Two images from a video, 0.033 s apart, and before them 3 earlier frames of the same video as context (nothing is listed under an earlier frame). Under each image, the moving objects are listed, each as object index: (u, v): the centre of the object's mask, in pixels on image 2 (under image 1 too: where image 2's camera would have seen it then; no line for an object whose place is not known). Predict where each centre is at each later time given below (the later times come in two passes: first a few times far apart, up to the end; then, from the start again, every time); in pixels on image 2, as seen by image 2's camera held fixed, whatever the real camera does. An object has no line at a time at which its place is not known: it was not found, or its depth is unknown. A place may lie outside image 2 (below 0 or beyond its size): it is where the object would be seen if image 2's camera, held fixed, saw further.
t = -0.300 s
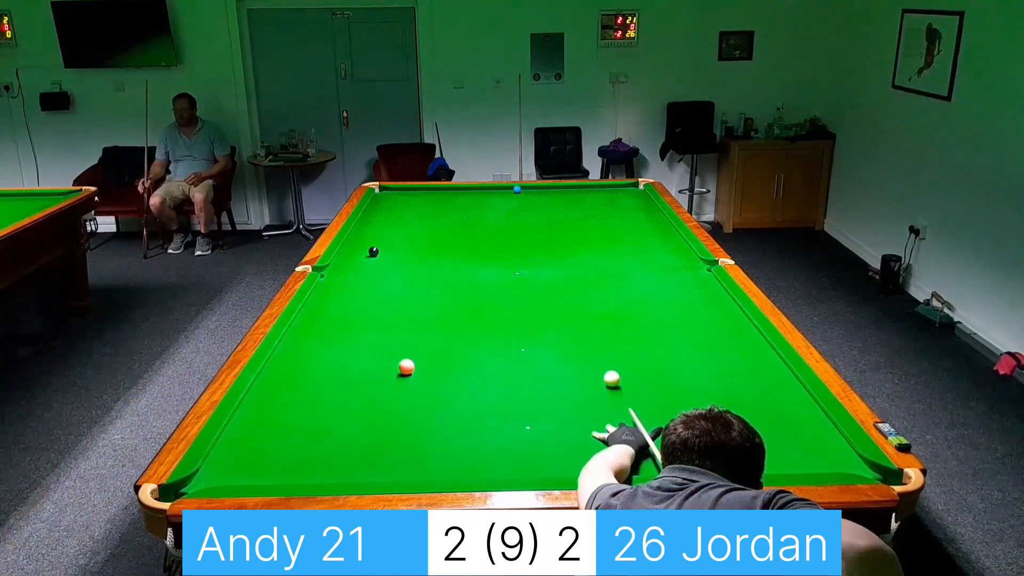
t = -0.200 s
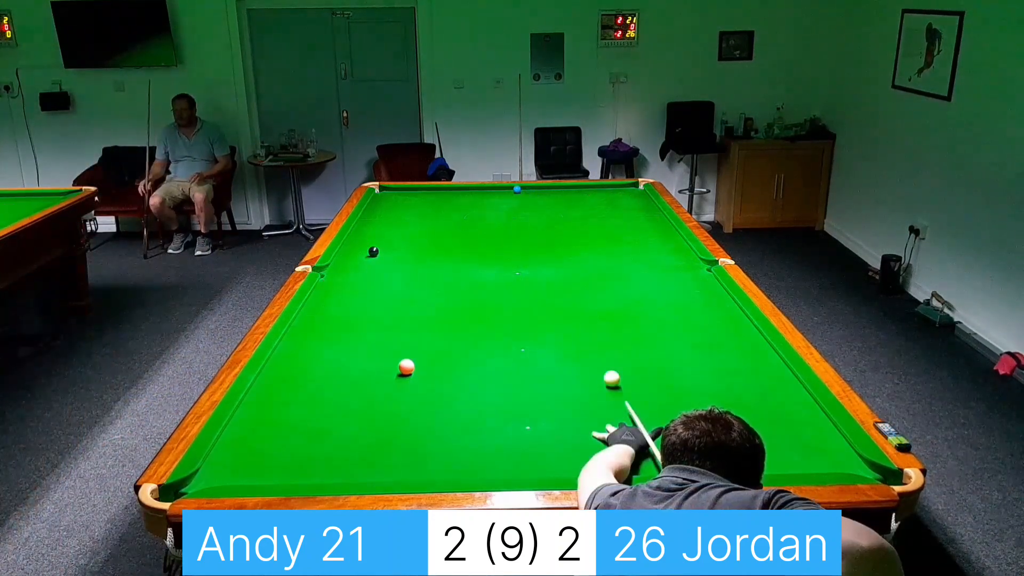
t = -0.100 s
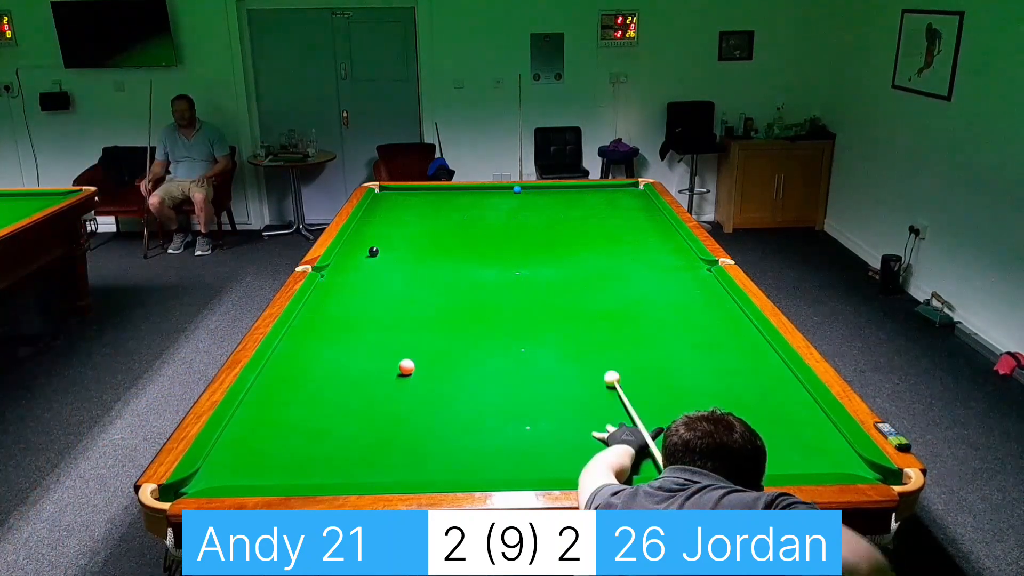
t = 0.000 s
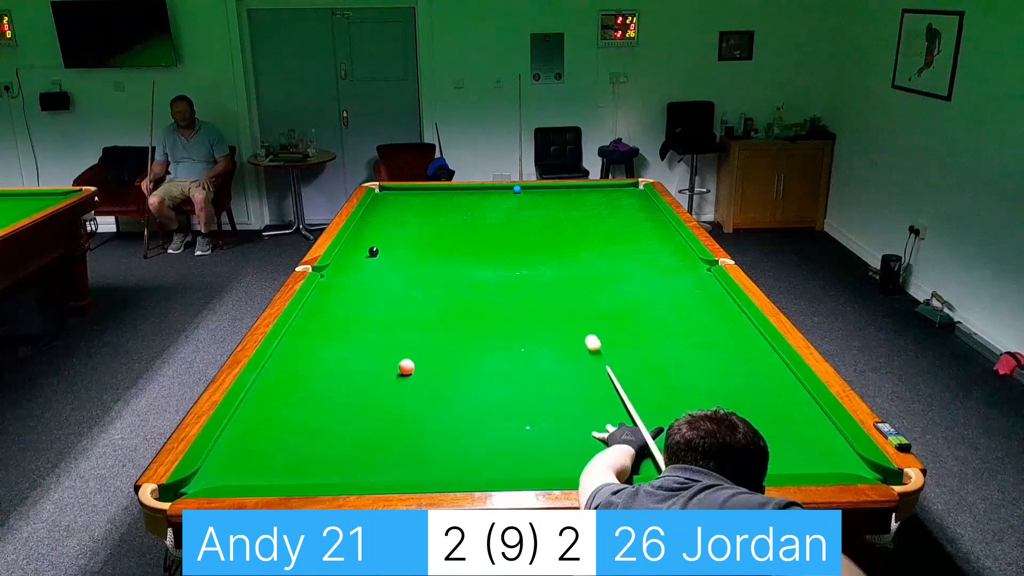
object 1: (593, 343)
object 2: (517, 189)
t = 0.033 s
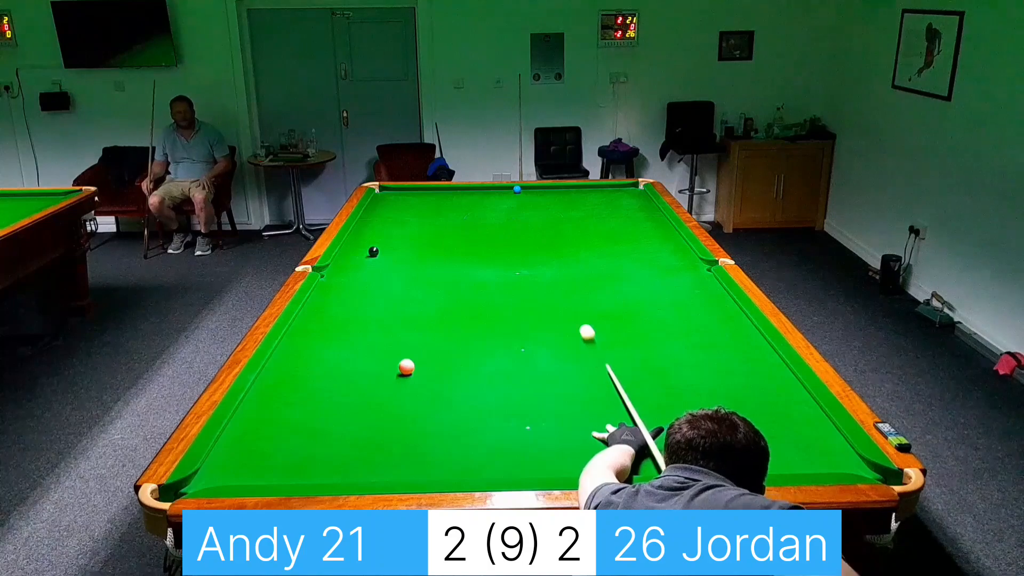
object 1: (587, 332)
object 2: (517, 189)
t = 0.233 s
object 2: (517, 189)
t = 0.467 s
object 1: (542, 249)
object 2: (517, 189)
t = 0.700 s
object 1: (528, 222)
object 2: (517, 189)
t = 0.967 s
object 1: (515, 197)
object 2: (517, 189)
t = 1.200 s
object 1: (490, 189)
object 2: (532, 188)
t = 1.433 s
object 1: (465, 197)
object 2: (548, 192)
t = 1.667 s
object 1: (441, 203)
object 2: (562, 198)
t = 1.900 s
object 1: (415, 209)
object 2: (580, 201)
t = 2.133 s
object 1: (388, 215)
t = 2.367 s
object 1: (362, 222)
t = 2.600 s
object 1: (375, 227)
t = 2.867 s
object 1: (389, 233)
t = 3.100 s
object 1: (402, 238)
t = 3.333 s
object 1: (415, 243)
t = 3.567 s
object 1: (428, 248)
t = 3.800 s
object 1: (441, 254)
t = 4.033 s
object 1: (454, 259)
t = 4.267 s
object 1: (467, 264)
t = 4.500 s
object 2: (642, 244)
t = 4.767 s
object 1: (496, 274)
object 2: (637, 248)
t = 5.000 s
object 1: (509, 279)
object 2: (634, 251)
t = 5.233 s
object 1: (521, 284)
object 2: (630, 254)
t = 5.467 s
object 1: (534, 288)
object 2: (627, 257)
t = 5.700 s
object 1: (547, 293)
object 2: (624, 259)
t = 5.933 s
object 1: (559, 297)
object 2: (621, 261)
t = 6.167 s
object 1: (570, 301)
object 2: (619, 262)
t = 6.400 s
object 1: (581, 305)
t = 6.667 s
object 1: (593, 310)
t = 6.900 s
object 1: (603, 313)
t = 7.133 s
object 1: (613, 316)
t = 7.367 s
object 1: (621, 319)
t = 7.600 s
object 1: (629, 322)
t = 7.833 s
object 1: (636, 324)
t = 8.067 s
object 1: (642, 326)
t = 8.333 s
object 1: (648, 328)
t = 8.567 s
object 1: (652, 329)
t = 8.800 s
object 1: (655, 330)
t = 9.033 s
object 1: (656, 331)
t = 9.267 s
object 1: (657, 331)
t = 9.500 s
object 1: (657, 331)
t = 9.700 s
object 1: (656, 330)
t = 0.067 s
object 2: (517, 189)
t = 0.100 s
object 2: (517, 189)
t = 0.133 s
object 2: (517, 189)
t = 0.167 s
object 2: (517, 189)
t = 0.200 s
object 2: (517, 189)
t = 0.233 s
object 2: (517, 189)
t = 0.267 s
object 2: (517, 189)
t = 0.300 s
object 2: (517, 189)
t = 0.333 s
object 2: (517, 189)
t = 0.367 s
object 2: (517, 189)
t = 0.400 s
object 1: (547, 258)
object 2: (517, 189)
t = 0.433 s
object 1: (545, 254)
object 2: (517, 189)
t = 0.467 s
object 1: (542, 249)
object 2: (517, 189)
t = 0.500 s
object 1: (540, 245)
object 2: (517, 189)
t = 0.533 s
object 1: (538, 241)
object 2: (517, 189)
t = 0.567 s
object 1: (536, 237)
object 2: (517, 189)
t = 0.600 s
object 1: (534, 233)
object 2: (517, 189)
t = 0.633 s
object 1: (532, 229)
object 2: (517, 189)
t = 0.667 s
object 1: (530, 225)
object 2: (517, 189)
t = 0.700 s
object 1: (528, 222)
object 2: (517, 189)
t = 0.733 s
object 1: (526, 219)
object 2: (517, 189)
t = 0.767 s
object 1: (524, 215)
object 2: (517, 189)
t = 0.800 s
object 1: (523, 212)
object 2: (517, 189)
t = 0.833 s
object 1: (521, 209)
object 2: (517, 189)
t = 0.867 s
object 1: (520, 206)
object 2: (517, 189)
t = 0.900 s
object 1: (518, 203)
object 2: (517, 189)
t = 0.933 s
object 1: (516, 200)
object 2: (517, 189)
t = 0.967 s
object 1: (515, 197)
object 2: (517, 189)
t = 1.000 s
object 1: (513, 195)
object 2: (517, 189)
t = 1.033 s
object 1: (512, 192)
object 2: (518, 189)
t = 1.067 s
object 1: (509, 190)
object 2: (518, 189)
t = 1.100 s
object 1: (503, 189)
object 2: (523, 188)
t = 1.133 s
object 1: (498, 187)
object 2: (527, 187)
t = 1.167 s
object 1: (494, 188)
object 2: (529, 188)
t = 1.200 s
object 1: (490, 189)
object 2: (532, 188)
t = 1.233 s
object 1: (487, 191)
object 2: (534, 189)
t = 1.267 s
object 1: (483, 192)
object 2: (536, 189)
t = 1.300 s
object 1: (479, 193)
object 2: (538, 190)
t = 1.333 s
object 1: (476, 194)
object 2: (541, 190)
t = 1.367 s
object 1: (472, 195)
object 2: (543, 191)
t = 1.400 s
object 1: (469, 196)
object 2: (545, 192)
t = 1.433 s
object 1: (465, 197)
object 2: (548, 192)
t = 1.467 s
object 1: (462, 198)
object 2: (550, 193)
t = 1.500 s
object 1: (458, 198)
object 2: (552, 193)
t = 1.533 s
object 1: (455, 199)
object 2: (555, 194)
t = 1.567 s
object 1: (451, 200)
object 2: (557, 194)
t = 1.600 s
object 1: (448, 201)
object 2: (559, 195)
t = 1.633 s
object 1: (444, 202)
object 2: (562, 196)
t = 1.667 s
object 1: (441, 203)
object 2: (562, 198)
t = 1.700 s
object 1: (437, 204)
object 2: (566, 197)
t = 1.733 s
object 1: (433, 205)
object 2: (568, 198)
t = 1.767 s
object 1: (430, 205)
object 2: (570, 198)
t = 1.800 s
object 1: (426, 206)
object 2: (573, 199)
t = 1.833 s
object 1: (422, 207)
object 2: (575, 200)
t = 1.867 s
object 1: (418, 208)
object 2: (577, 200)
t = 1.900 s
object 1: (415, 209)
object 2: (580, 201)
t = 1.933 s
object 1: (411, 210)
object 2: (582, 201)
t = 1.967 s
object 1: (407, 211)
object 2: (582, 202)
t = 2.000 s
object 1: (403, 212)
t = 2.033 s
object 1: (400, 212)
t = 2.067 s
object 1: (396, 213)
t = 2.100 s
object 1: (392, 214)
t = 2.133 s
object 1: (388, 215)
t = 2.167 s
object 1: (384, 216)
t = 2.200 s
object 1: (380, 217)
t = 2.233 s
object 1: (376, 218)
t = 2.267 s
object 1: (372, 219)
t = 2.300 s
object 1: (368, 220)
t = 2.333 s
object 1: (364, 221)
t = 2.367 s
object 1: (362, 222)
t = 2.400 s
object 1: (364, 222)
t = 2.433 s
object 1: (366, 223)
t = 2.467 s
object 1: (368, 224)
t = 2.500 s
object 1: (369, 224)
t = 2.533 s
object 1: (371, 225)
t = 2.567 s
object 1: (373, 226)
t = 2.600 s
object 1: (375, 227)
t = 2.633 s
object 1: (376, 227)
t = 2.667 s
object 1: (378, 228)
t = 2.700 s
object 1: (380, 229)
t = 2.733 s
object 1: (382, 230)
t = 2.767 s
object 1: (383, 230)
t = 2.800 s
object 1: (385, 231)
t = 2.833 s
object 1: (387, 232)
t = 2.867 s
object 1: (389, 233)
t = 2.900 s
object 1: (391, 233)
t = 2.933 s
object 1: (392, 234)
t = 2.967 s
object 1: (394, 235)
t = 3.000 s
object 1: (396, 236)
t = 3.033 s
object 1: (398, 236)
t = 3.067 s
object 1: (400, 237)
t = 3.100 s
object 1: (402, 238)
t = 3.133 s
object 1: (403, 239)
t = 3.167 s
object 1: (405, 239)
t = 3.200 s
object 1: (407, 240)
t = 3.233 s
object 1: (409, 241)
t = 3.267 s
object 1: (411, 242)
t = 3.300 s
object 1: (413, 242)
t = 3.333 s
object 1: (415, 243)
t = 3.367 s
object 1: (416, 244)
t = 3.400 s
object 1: (418, 245)
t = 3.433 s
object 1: (420, 245)
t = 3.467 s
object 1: (422, 246)
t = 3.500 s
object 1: (424, 247)
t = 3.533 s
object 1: (426, 247)
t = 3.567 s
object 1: (428, 248)
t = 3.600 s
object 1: (429, 249)
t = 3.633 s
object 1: (431, 250)
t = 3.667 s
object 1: (433, 251)
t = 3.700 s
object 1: (435, 251)
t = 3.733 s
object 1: (437, 252)
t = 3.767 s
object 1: (439, 253)
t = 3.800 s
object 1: (441, 254)
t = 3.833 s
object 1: (442, 254)
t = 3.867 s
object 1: (444, 255)
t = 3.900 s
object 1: (446, 256)
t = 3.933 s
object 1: (448, 256)
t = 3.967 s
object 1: (450, 257)
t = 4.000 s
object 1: (452, 258)
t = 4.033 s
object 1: (454, 259)
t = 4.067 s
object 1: (456, 259)
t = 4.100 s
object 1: (458, 260)
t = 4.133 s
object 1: (460, 261)
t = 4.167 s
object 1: (461, 262)
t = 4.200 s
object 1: (463, 262)
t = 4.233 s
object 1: (465, 263)
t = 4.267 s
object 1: (467, 264)
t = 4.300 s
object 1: (469, 264)
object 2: (646, 242)
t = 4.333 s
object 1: (471, 265)
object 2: (645, 242)
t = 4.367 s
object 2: (644, 243)
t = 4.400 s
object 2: (644, 243)
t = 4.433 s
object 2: (643, 244)
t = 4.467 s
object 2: (643, 244)
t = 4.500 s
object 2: (642, 244)
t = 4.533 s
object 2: (642, 245)
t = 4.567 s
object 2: (641, 246)
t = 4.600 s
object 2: (640, 246)
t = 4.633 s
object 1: (489, 271)
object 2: (640, 247)
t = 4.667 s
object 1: (490, 272)
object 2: (639, 247)
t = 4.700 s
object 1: (492, 273)
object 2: (639, 247)
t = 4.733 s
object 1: (494, 273)
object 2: (638, 248)
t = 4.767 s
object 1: (496, 274)
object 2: (637, 248)
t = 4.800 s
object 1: (497, 275)
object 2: (637, 249)
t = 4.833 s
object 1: (499, 276)
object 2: (636, 249)
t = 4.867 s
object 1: (501, 276)
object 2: (636, 250)
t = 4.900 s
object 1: (503, 277)
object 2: (635, 250)
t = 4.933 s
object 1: (505, 278)
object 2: (635, 250)
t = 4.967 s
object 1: (507, 278)
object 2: (634, 251)
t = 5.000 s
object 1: (509, 279)
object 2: (634, 251)
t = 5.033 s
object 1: (511, 280)
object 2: (633, 252)
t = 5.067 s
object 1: (512, 280)
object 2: (633, 252)
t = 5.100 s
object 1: (514, 281)
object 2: (632, 253)
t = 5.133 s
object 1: (516, 282)
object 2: (632, 253)
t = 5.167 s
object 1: (518, 283)
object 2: (631, 253)
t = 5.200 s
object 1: (520, 283)
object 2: (631, 254)
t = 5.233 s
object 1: (521, 284)
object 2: (630, 254)
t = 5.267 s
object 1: (523, 284)
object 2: (630, 254)
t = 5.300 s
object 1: (525, 285)
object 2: (629, 255)
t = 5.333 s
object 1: (527, 286)
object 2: (629, 255)
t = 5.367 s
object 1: (529, 287)
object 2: (628, 256)
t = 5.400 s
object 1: (531, 287)
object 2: (628, 256)
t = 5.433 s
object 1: (532, 288)
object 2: (627, 256)
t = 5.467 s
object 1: (534, 288)
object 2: (627, 257)
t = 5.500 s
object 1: (536, 289)
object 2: (626, 257)
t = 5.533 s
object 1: (538, 290)
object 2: (626, 257)
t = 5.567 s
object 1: (540, 290)
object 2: (626, 258)
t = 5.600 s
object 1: (541, 291)
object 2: (625, 258)
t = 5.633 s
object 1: (543, 292)
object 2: (625, 258)
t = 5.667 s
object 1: (545, 292)
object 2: (624, 259)
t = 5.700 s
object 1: (547, 293)
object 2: (624, 259)
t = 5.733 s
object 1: (548, 293)
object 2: (623, 259)
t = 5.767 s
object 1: (550, 294)
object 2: (623, 260)
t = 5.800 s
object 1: (552, 295)
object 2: (623, 260)
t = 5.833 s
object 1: (553, 295)
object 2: (622, 260)
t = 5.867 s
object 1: (555, 296)
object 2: (622, 260)
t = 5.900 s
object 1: (557, 297)
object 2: (622, 261)
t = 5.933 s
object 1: (559, 297)
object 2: (621, 261)
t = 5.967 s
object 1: (560, 298)
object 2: (621, 261)
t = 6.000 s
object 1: (562, 299)
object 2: (621, 261)
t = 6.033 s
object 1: (563, 299)
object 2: (620, 262)
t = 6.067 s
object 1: (565, 300)
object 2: (620, 262)
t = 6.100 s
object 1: (567, 300)
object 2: (620, 262)
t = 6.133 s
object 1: (568, 301)
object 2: (619, 262)
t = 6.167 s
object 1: (570, 301)
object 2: (619, 262)
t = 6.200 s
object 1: (571, 302)
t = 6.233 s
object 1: (573, 303)
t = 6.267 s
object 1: (575, 303)
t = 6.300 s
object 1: (576, 304)
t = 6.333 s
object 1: (578, 304)
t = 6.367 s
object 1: (580, 305)
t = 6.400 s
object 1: (581, 305)
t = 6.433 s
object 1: (583, 306)
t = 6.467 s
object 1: (584, 306)
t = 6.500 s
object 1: (586, 307)
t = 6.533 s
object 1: (587, 307)
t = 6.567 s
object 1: (589, 308)
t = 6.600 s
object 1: (590, 309)
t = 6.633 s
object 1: (592, 309)
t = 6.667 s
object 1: (593, 310)
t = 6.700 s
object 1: (595, 310)
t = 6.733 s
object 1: (596, 310)
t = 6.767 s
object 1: (598, 311)
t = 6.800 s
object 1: (599, 312)
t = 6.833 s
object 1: (600, 312)
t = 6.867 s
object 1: (602, 312)
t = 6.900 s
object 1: (603, 313)
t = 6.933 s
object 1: (604, 314)
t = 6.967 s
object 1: (606, 314)
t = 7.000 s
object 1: (607, 315)
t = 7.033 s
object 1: (609, 315)
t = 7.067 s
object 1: (610, 315)
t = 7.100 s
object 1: (611, 316)
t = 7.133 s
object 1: (613, 316)
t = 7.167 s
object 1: (614, 317)
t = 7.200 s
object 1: (615, 317)
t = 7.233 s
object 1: (616, 318)
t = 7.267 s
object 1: (618, 318)
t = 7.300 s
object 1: (619, 319)
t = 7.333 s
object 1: (620, 319)
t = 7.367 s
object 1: (621, 319)
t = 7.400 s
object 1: (622, 320)
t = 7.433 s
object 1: (624, 320)
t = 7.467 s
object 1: (625, 320)
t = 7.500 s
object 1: (626, 321)
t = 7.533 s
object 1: (627, 321)
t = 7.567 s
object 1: (628, 321)
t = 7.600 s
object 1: (629, 322)
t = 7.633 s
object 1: (630, 322)
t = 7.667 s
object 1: (631, 323)
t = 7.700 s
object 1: (632, 323)
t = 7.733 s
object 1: (633, 323)
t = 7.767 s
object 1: (634, 323)
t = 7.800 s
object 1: (635, 324)
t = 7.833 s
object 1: (636, 324)
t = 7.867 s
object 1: (637, 324)
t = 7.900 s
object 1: (638, 325)
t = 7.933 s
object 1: (639, 325)
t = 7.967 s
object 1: (640, 325)
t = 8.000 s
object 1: (640, 325)
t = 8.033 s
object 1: (641, 326)
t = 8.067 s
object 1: (642, 326)
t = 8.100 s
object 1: (643, 326)
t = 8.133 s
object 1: (644, 327)
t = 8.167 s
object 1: (644, 327)
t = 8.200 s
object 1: (645, 327)
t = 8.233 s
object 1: (646, 327)
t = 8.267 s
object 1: (647, 328)
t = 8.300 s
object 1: (647, 327)
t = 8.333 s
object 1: (648, 328)
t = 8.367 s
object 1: (648, 328)
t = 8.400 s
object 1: (649, 328)
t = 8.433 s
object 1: (650, 329)
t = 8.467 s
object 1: (650, 329)
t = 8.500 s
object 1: (651, 329)
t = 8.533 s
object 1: (651, 329)
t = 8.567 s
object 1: (652, 329)
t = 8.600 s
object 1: (652, 329)
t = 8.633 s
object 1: (653, 330)
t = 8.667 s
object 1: (653, 330)
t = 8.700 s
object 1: (654, 330)
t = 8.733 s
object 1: (654, 330)
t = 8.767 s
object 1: (654, 330)
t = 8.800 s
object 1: (655, 330)
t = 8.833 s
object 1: (655, 330)
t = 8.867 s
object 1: (655, 330)
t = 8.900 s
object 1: (656, 331)
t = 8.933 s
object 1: (656, 331)
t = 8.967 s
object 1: (656, 331)
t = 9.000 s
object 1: (656, 331)
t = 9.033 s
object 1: (656, 331)
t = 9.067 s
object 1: (657, 331)
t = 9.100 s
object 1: (657, 331)
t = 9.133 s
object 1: (657, 331)
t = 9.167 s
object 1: (657, 331)
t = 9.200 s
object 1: (657, 331)
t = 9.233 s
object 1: (657, 331)
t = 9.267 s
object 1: (657, 331)
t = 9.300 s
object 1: (657, 331)
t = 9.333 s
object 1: (657, 331)
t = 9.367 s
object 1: (657, 331)
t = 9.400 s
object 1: (657, 331)
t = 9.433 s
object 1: (657, 331)
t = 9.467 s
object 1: (657, 331)
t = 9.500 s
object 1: (657, 331)
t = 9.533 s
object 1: (657, 331)
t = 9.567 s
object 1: (657, 331)
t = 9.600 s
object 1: (657, 331)
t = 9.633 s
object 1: (657, 331)
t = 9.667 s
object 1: (657, 331)
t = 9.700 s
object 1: (656, 330)
